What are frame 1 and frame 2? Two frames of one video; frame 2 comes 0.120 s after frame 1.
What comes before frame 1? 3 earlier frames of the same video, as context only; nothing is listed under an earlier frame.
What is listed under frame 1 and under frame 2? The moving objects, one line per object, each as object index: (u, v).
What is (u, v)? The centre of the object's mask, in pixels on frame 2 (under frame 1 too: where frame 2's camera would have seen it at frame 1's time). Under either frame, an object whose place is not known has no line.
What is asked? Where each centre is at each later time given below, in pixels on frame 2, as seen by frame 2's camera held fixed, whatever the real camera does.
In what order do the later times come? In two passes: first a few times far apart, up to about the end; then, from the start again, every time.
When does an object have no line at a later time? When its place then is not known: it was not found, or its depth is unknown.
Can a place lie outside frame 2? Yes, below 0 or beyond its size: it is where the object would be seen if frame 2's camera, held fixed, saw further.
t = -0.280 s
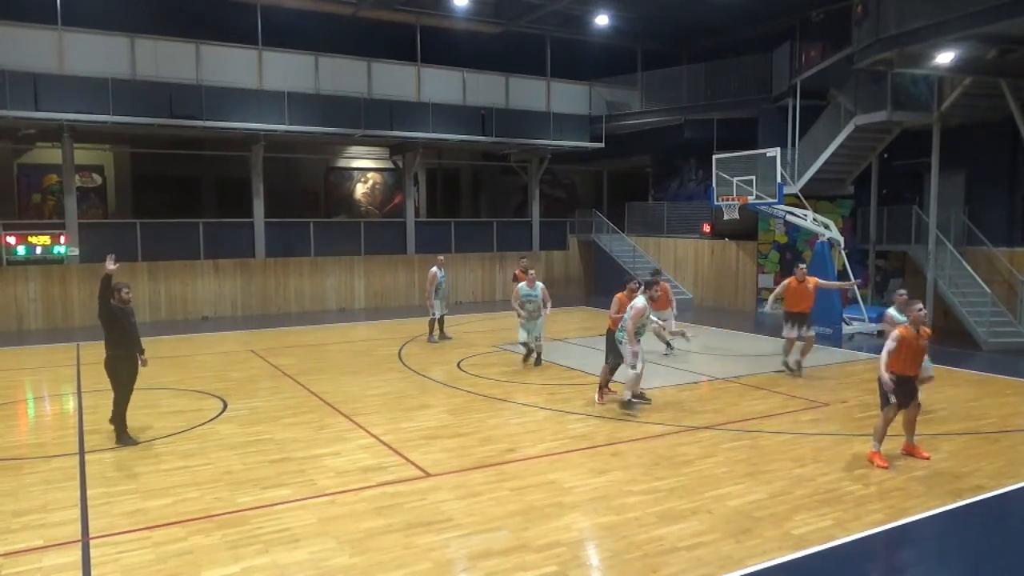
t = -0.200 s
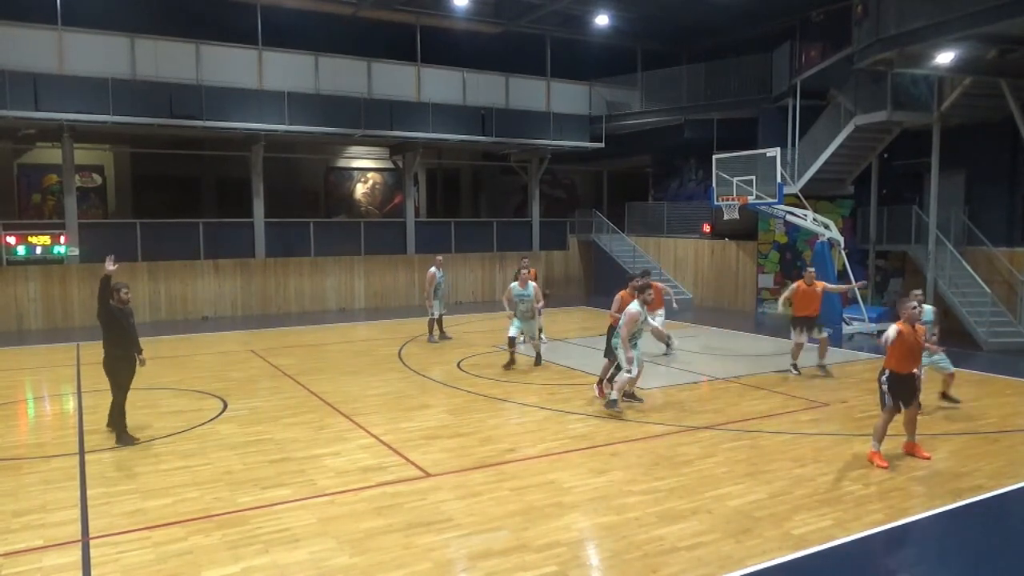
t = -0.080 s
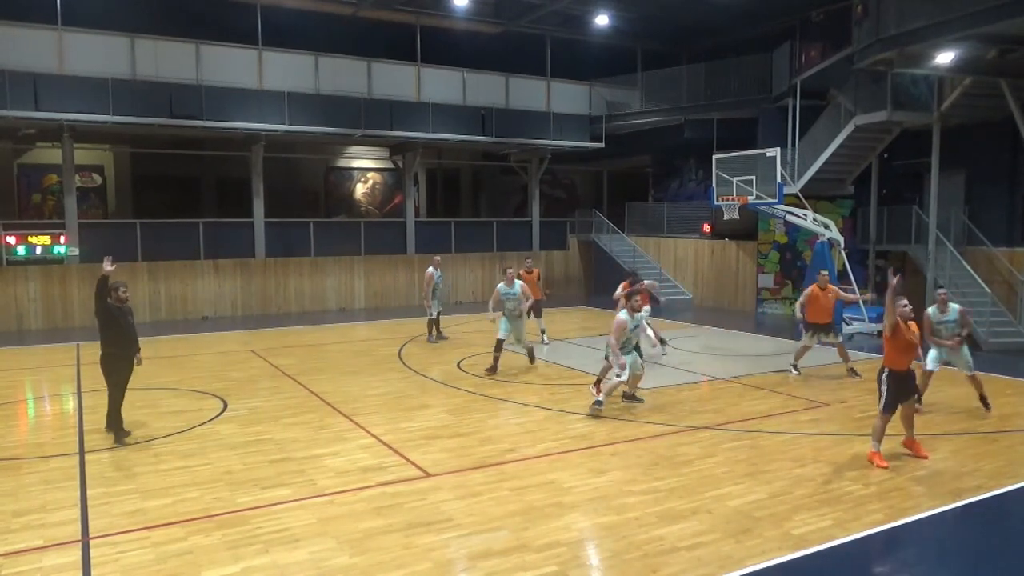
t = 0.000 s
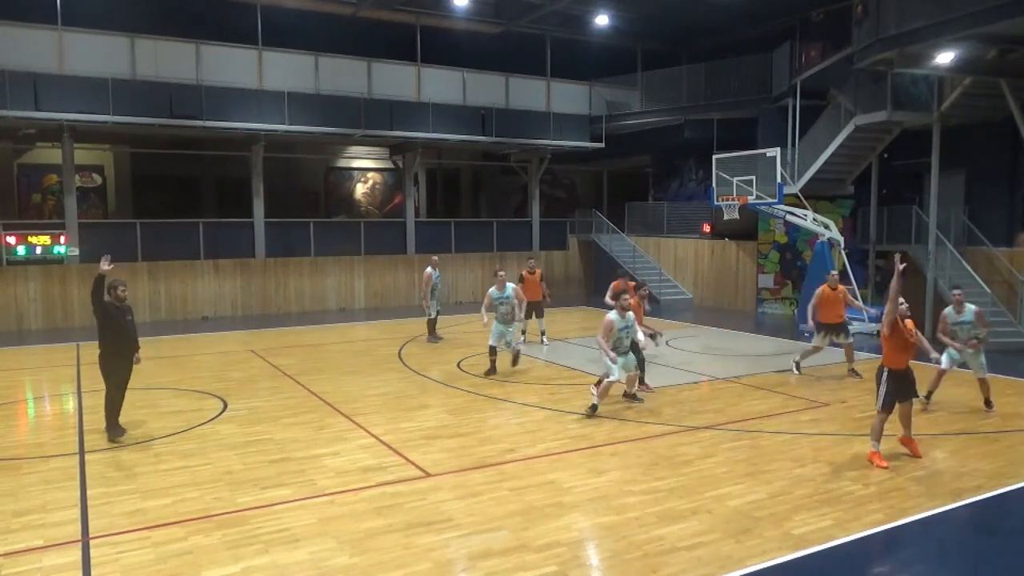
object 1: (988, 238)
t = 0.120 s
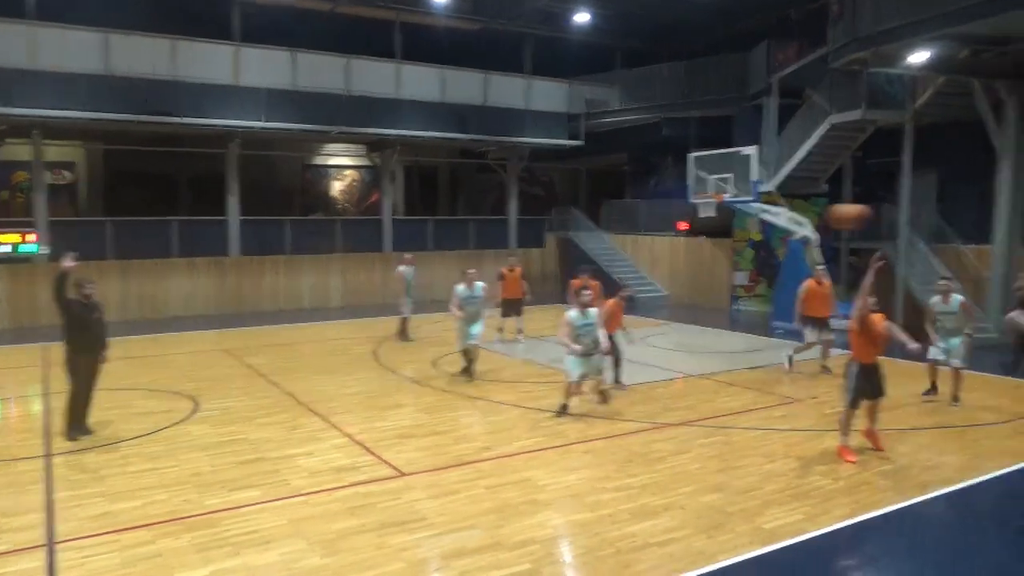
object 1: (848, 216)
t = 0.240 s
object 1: (712, 206)
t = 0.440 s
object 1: (527, 221)
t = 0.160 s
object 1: (802, 208)
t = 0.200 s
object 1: (753, 205)
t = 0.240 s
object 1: (712, 206)
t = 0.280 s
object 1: (670, 206)
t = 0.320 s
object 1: (631, 208)
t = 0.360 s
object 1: (595, 210)
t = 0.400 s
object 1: (559, 215)
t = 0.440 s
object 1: (527, 221)
